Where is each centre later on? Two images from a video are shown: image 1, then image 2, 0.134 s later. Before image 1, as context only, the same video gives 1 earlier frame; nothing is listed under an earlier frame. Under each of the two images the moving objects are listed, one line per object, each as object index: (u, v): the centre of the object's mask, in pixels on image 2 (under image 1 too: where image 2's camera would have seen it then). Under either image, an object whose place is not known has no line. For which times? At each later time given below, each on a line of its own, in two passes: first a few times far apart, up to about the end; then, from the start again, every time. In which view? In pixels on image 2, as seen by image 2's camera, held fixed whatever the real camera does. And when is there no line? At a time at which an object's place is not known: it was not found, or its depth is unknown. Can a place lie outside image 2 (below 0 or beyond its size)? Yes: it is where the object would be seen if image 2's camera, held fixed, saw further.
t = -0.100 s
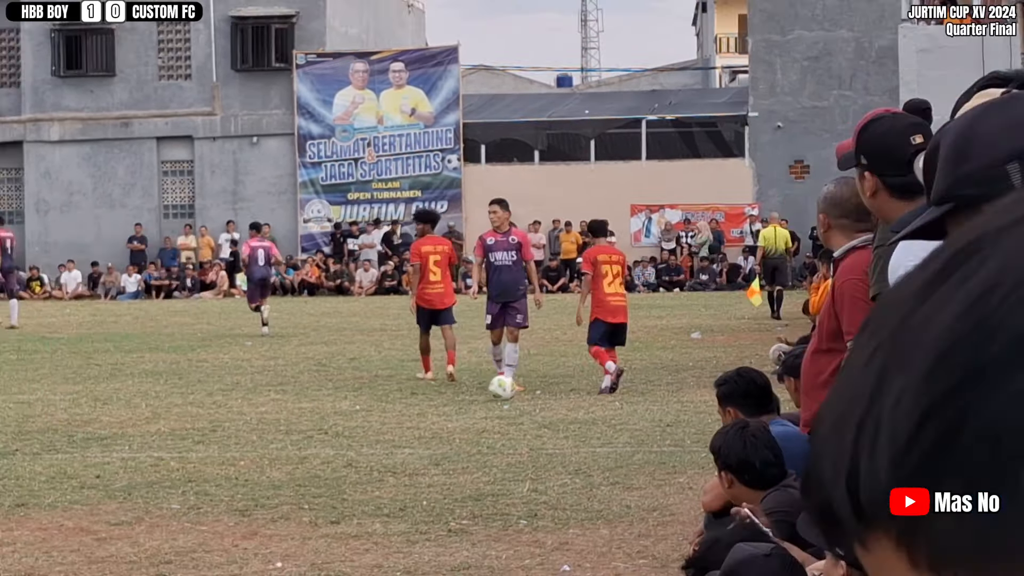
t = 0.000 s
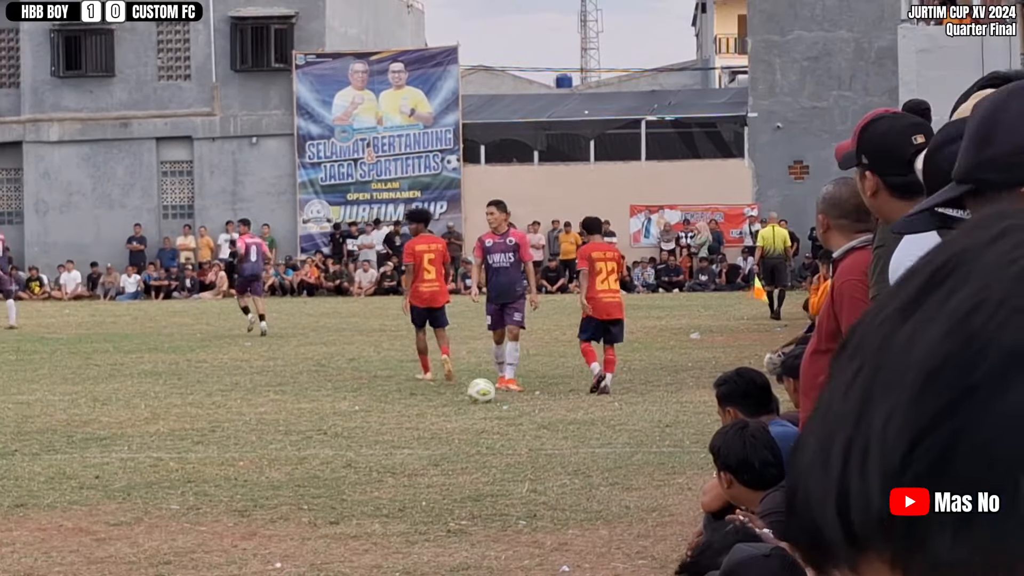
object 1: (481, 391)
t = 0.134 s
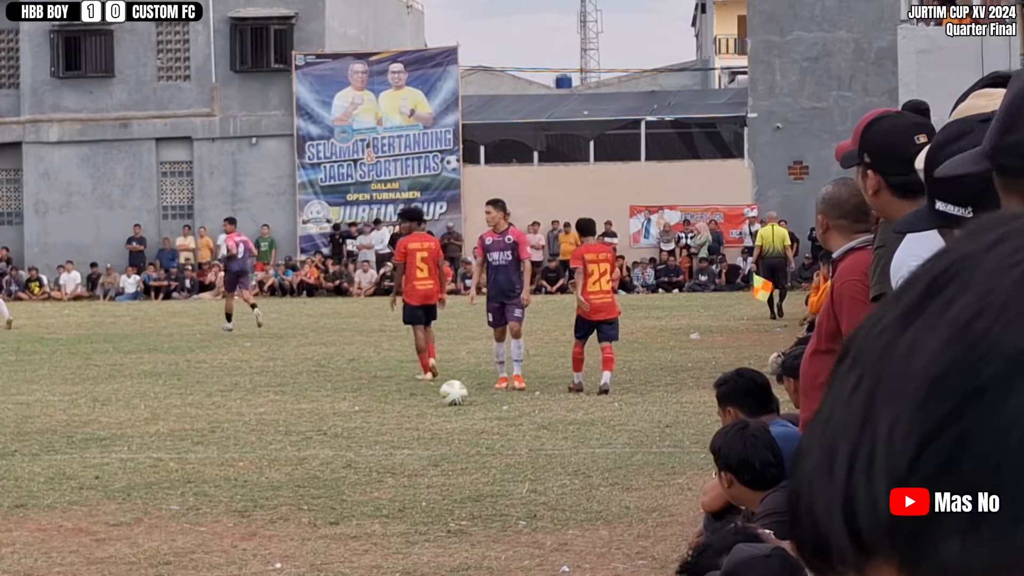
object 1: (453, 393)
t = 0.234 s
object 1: (432, 394)
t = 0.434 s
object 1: (392, 395)
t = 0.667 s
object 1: (345, 398)
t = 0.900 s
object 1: (301, 401)
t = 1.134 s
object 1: (257, 404)
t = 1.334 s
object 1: (221, 407)
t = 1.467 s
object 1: (198, 408)
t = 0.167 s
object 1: (446, 394)
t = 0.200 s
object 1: (439, 393)
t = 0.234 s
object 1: (432, 394)
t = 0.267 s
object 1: (425, 395)
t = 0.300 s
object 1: (418, 394)
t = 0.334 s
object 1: (412, 394)
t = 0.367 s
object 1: (405, 395)
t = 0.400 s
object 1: (398, 396)
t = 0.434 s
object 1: (392, 395)
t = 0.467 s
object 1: (385, 395)
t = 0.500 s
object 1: (378, 397)
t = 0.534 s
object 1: (372, 397)
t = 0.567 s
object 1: (365, 397)
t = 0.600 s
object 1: (358, 397)
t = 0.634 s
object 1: (352, 398)
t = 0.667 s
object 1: (345, 398)
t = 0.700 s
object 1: (339, 398)
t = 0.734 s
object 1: (332, 399)
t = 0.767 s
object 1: (325, 400)
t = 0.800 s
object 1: (319, 400)
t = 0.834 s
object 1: (313, 401)
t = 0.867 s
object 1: (306, 401)
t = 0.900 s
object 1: (301, 401)
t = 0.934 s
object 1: (294, 402)
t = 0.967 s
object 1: (288, 402)
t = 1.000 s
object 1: (282, 403)
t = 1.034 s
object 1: (276, 403)
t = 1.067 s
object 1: (270, 403)
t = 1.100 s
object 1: (263, 404)
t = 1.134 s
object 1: (257, 404)
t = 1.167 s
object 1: (251, 405)
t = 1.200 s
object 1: (246, 405)
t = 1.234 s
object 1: (240, 405)
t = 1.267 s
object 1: (233, 406)
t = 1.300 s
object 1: (228, 406)
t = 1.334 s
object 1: (221, 407)
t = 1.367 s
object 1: (215, 407)
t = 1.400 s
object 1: (209, 407)
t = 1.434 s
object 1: (204, 408)
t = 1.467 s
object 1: (198, 408)
